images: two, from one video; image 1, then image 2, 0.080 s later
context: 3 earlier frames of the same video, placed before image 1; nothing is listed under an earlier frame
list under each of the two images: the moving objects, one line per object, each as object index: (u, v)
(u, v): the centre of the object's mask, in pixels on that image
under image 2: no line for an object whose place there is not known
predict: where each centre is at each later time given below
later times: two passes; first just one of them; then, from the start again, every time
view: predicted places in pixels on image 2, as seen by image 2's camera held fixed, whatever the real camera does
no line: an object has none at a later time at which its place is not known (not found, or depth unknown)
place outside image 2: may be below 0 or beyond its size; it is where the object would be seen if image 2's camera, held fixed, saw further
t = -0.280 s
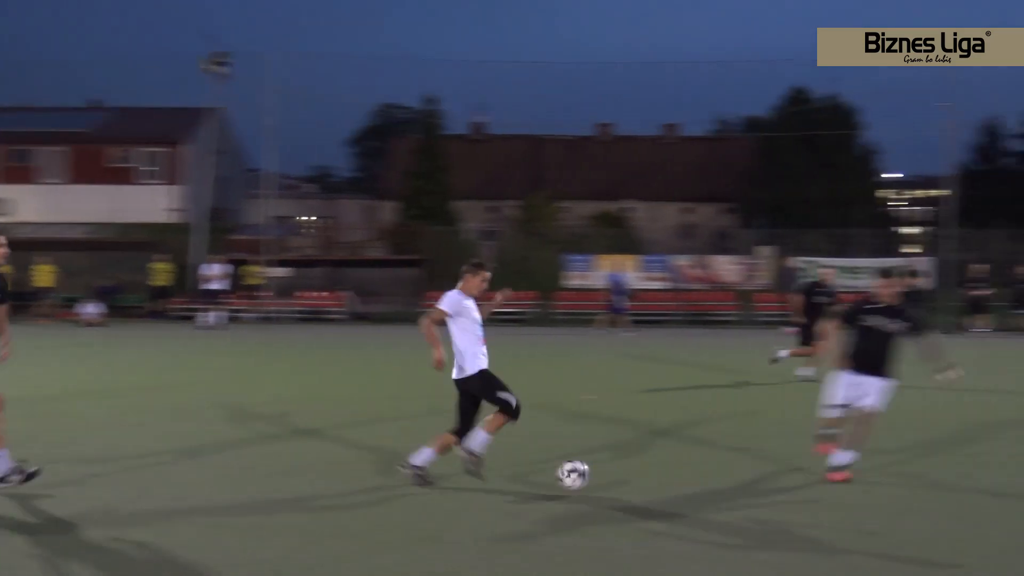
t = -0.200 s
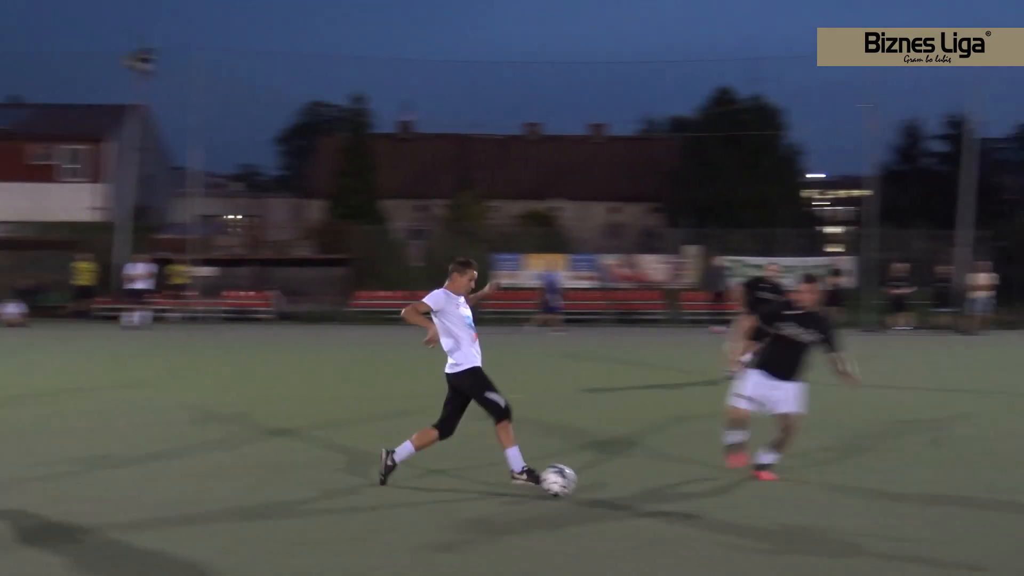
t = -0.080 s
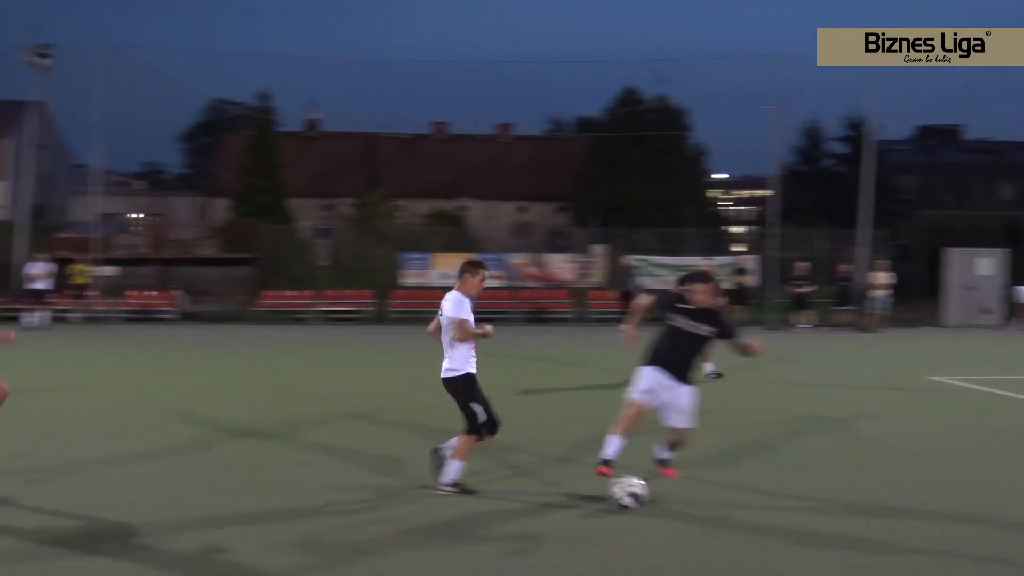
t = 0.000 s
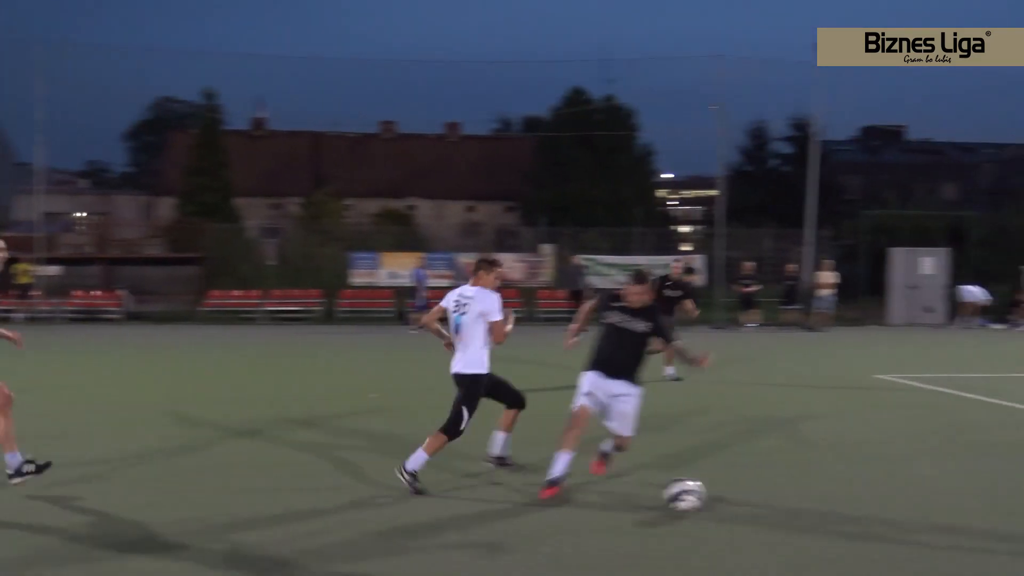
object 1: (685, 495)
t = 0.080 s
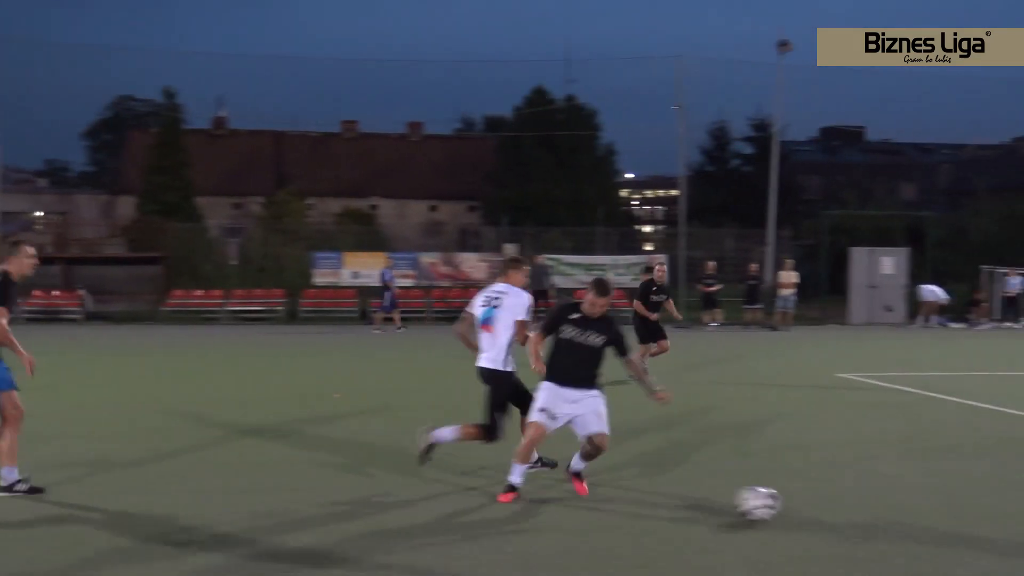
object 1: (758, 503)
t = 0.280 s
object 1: (1020, 515)
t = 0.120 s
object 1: (811, 504)
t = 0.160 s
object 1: (862, 504)
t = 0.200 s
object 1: (916, 509)
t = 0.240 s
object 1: (969, 515)
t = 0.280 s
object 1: (1020, 515)
